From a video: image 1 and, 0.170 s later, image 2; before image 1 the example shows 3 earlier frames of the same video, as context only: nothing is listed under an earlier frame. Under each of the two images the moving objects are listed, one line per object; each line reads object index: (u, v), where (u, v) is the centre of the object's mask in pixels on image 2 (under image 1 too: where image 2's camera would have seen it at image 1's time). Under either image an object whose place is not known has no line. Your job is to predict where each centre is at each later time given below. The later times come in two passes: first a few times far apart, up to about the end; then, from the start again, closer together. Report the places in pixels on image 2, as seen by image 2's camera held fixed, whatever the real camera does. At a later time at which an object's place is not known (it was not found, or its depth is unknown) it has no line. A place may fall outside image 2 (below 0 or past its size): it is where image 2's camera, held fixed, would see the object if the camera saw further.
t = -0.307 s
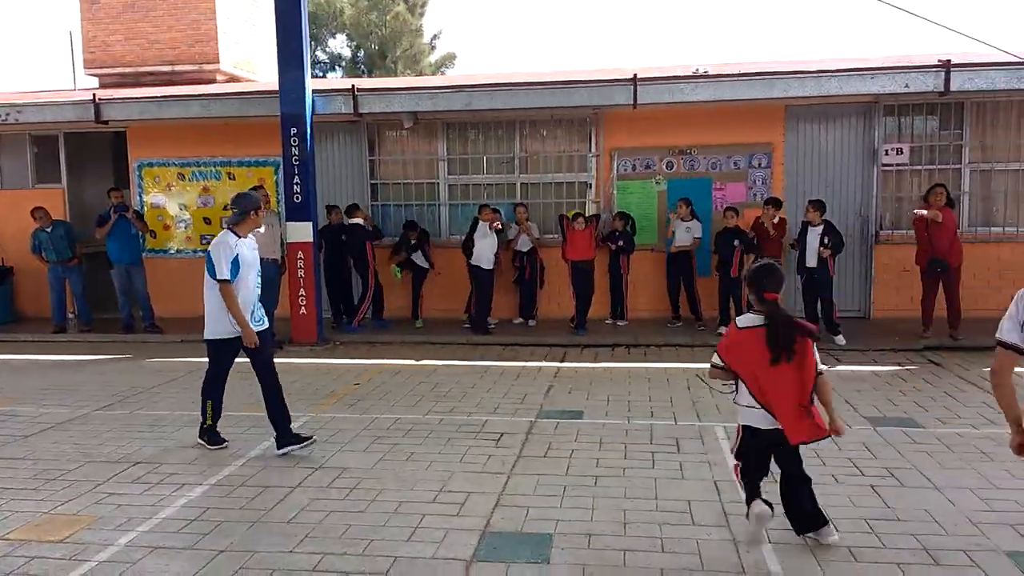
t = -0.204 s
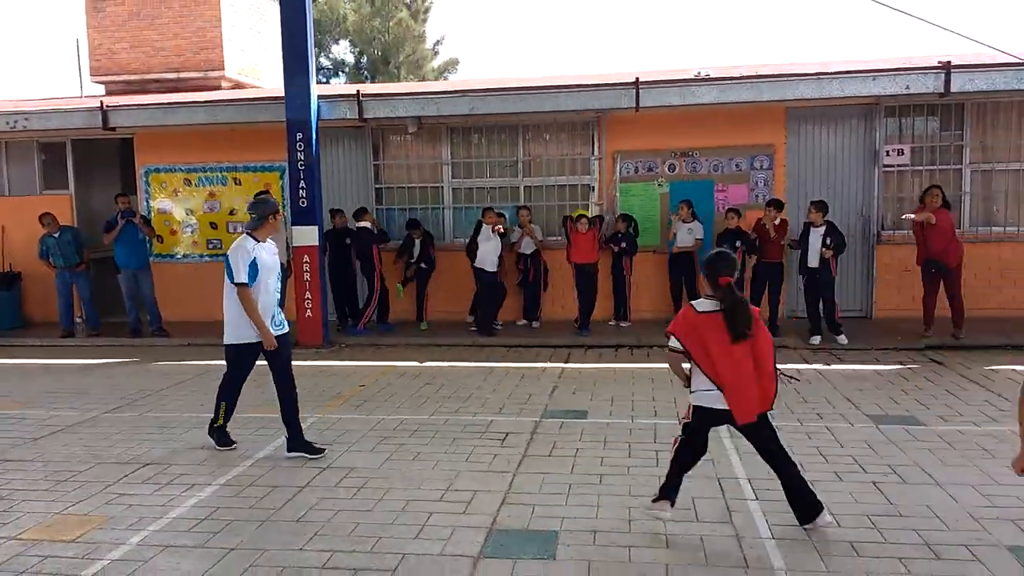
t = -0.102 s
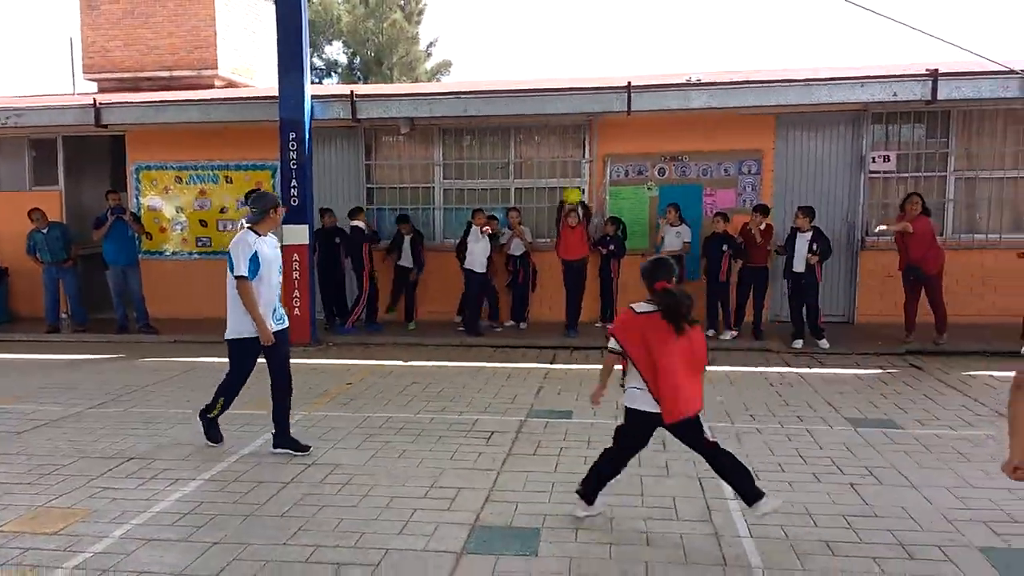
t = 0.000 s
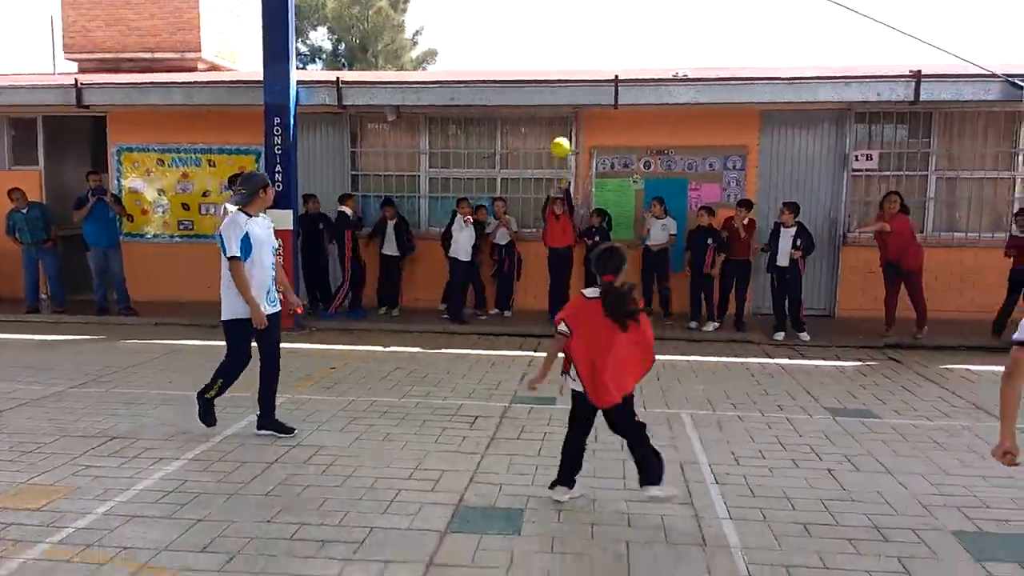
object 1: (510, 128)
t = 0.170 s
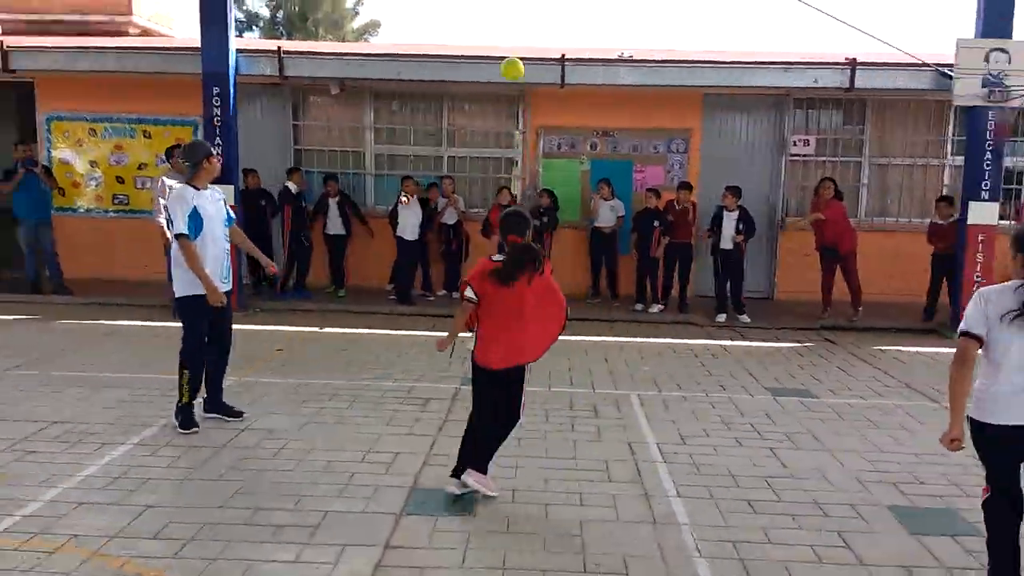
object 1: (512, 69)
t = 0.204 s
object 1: (518, 61)
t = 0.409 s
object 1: (523, 23)
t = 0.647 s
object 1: (533, 50)
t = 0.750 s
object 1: (533, 98)
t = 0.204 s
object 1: (518, 61)
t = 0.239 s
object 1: (520, 52)
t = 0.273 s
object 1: (521, 45)
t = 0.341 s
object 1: (518, 30)
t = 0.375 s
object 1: (519, 24)
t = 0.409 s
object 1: (523, 23)
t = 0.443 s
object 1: (527, 23)
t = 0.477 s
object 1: (529, 21)
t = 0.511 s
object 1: (529, 22)
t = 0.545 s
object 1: (532, 28)
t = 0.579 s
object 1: (530, 32)
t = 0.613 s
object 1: (530, 39)
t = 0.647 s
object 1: (533, 50)
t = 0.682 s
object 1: (534, 63)
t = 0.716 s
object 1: (534, 78)
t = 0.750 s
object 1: (533, 98)
